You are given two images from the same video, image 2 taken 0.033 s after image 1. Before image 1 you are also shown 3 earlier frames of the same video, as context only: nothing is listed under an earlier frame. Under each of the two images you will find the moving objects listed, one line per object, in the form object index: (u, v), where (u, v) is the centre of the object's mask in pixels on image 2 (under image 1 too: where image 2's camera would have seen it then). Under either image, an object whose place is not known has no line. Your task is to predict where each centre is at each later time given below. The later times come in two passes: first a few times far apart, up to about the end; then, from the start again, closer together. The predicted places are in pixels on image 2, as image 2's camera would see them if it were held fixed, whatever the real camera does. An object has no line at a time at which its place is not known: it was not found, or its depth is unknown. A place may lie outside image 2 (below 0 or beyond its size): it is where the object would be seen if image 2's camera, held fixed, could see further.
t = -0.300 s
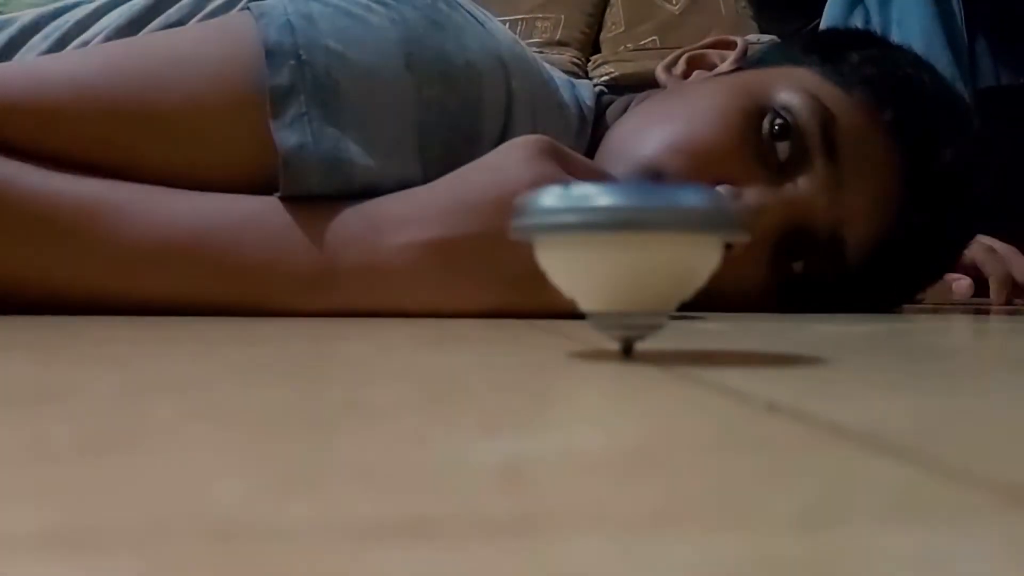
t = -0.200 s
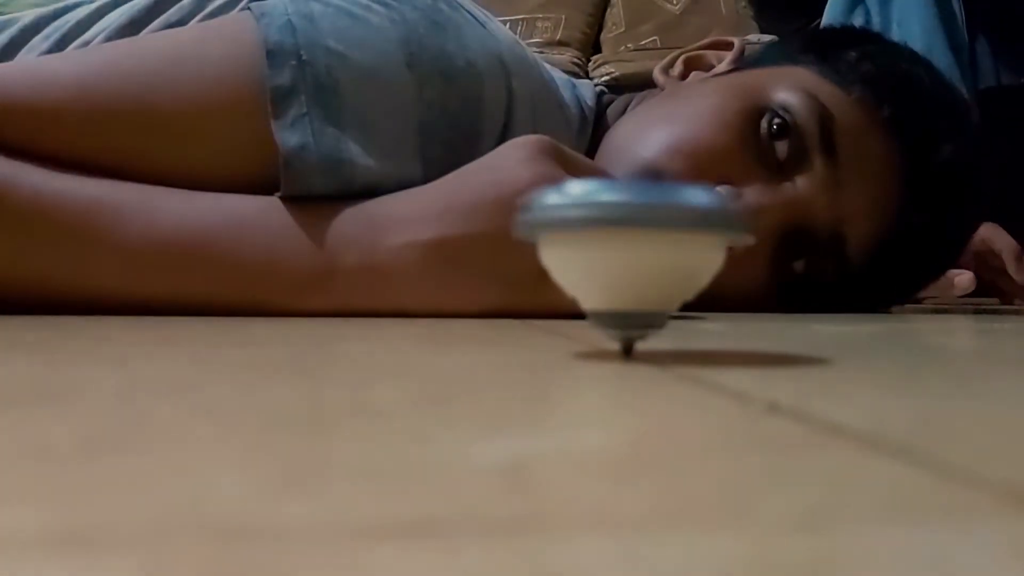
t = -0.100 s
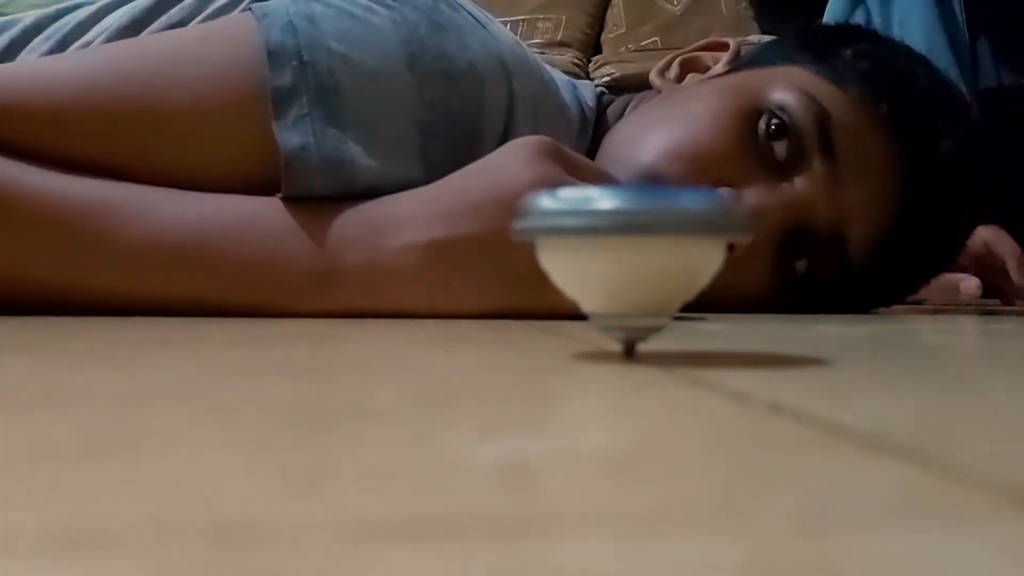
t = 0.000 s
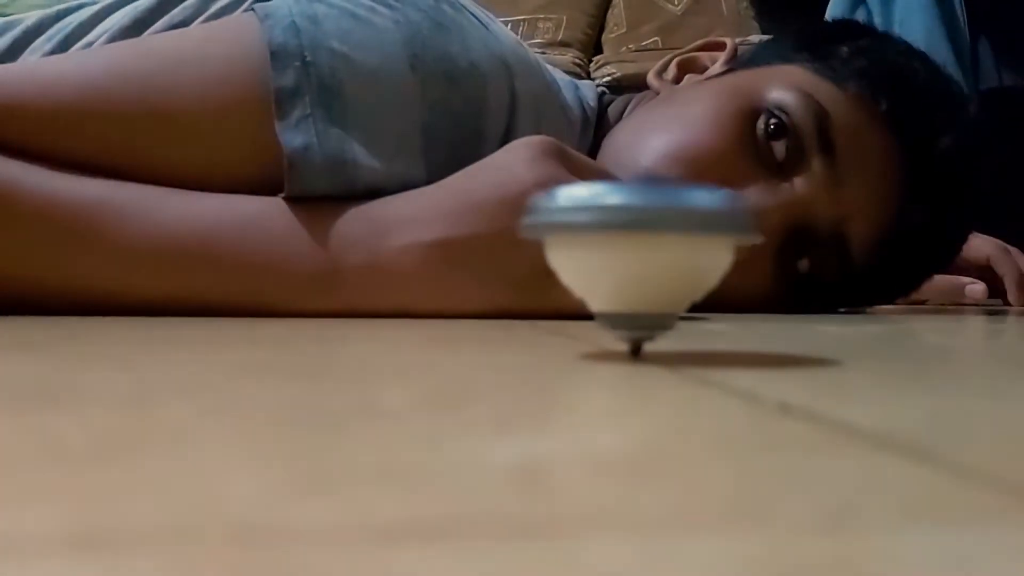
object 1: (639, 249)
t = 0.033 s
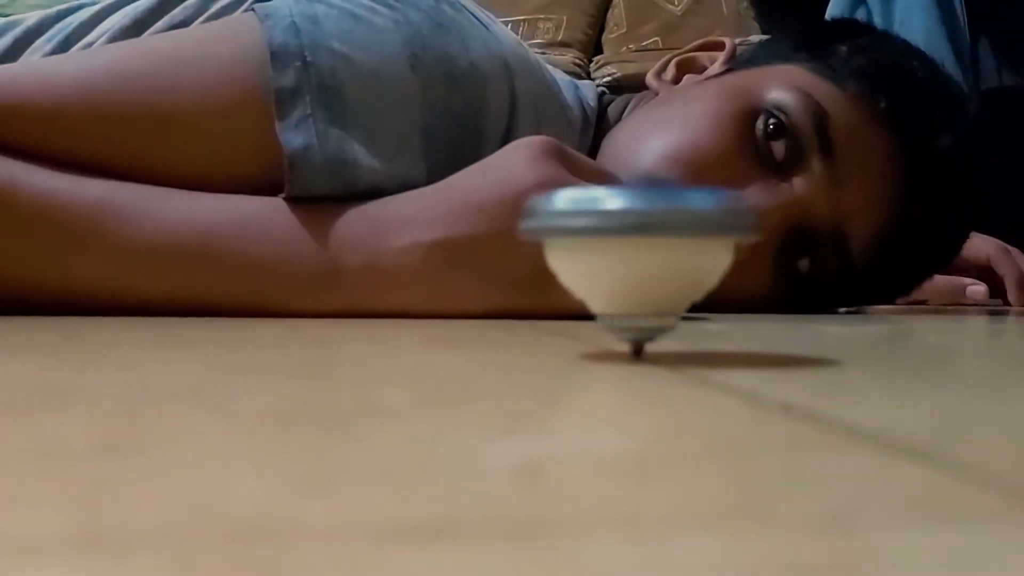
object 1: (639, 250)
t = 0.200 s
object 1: (639, 248)
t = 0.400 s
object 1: (641, 247)
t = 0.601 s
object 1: (644, 248)
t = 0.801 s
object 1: (640, 249)
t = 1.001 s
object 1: (640, 248)
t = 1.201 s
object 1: (644, 249)
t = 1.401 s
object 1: (640, 250)
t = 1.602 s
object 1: (643, 249)
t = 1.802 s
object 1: (646, 249)
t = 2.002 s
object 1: (645, 248)
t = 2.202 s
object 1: (647, 248)
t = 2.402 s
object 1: (647, 248)
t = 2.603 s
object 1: (647, 248)
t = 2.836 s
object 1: (649, 249)
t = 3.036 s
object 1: (650, 248)
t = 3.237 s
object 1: (650, 247)
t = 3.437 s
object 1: (651, 246)
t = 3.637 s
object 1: (651, 246)
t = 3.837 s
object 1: (652, 246)
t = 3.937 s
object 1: (655, 249)
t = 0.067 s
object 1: (636, 249)
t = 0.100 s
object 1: (633, 250)
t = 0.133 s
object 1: (633, 249)
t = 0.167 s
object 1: (636, 249)
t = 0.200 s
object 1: (639, 248)
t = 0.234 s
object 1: (640, 249)
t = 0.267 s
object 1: (640, 249)
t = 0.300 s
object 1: (636, 249)
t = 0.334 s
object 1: (636, 248)
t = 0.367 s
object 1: (638, 248)
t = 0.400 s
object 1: (641, 247)
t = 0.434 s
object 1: (642, 249)
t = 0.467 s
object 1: (639, 249)
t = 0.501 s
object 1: (638, 250)
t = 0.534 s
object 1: (638, 249)
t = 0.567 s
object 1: (640, 249)
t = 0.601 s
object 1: (644, 248)
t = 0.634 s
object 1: (643, 251)
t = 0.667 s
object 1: (641, 251)
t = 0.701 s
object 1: (637, 251)
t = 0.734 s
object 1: (637, 249)
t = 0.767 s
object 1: (638, 250)
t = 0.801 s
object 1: (640, 249)
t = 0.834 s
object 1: (640, 250)
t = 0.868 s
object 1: (638, 250)
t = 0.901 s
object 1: (636, 250)
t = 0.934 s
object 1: (636, 249)
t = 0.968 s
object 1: (638, 250)
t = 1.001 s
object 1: (640, 248)
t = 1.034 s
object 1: (640, 249)
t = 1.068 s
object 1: (641, 249)
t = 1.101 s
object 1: (642, 249)
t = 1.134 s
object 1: (643, 248)
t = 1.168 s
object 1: (644, 249)
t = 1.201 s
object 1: (644, 249)
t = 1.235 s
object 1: (643, 250)
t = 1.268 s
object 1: (641, 250)
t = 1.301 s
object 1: (640, 250)
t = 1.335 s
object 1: (640, 249)
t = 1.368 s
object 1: (641, 250)
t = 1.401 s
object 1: (640, 250)
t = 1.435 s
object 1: (639, 250)
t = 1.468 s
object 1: (636, 250)
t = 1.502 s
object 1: (636, 250)
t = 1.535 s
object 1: (638, 249)
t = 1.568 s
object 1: (642, 249)
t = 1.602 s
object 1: (643, 249)
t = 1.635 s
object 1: (642, 250)
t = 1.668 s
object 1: (641, 249)
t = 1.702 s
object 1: (641, 249)
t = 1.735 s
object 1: (643, 248)
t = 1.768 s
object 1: (644, 249)
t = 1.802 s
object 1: (646, 249)
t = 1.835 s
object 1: (645, 250)
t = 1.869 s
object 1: (643, 250)
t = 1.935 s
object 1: (641, 250)
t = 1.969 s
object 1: (642, 250)
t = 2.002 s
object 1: (645, 248)
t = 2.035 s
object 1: (644, 250)
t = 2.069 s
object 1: (643, 249)
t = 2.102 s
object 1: (641, 250)
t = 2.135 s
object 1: (642, 248)
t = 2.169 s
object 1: (644, 249)
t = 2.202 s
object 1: (647, 248)
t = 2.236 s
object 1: (646, 250)
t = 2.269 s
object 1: (644, 250)
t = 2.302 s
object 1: (641, 250)
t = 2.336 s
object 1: (642, 248)
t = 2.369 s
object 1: (643, 249)
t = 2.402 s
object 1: (647, 248)
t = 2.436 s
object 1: (649, 250)
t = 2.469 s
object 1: (647, 250)
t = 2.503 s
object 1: (642, 251)
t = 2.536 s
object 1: (642, 249)
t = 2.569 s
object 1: (643, 249)
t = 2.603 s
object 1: (647, 248)
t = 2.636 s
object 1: (649, 250)
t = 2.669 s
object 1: (647, 250)
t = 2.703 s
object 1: (643, 251)
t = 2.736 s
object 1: (642, 248)
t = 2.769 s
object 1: (643, 248)
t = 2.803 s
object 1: (646, 247)
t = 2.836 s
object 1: (649, 249)
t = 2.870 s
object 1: (650, 249)
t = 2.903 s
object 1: (646, 250)
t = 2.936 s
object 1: (644, 249)
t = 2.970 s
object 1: (643, 248)
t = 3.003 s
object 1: (647, 247)
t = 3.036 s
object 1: (650, 248)
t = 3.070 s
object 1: (652, 248)
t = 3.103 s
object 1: (650, 249)
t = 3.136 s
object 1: (647, 249)
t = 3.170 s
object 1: (645, 248)
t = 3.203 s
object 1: (647, 248)
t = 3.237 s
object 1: (650, 247)
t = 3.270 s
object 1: (651, 249)
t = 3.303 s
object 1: (648, 249)
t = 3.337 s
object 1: (644, 250)
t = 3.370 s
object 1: (643, 247)
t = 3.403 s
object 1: (646, 248)
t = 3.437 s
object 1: (651, 246)
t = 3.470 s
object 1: (653, 248)
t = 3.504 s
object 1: (653, 248)
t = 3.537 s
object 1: (648, 250)
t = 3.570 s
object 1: (647, 248)
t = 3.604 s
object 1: (647, 248)
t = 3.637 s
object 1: (651, 246)
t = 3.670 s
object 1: (654, 248)
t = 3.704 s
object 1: (654, 248)
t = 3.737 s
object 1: (651, 250)
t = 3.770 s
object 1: (649, 248)
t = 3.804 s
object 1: (648, 248)
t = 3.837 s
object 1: (652, 246)
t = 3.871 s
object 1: (654, 248)
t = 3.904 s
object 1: (656, 248)
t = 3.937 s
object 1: (655, 249)
